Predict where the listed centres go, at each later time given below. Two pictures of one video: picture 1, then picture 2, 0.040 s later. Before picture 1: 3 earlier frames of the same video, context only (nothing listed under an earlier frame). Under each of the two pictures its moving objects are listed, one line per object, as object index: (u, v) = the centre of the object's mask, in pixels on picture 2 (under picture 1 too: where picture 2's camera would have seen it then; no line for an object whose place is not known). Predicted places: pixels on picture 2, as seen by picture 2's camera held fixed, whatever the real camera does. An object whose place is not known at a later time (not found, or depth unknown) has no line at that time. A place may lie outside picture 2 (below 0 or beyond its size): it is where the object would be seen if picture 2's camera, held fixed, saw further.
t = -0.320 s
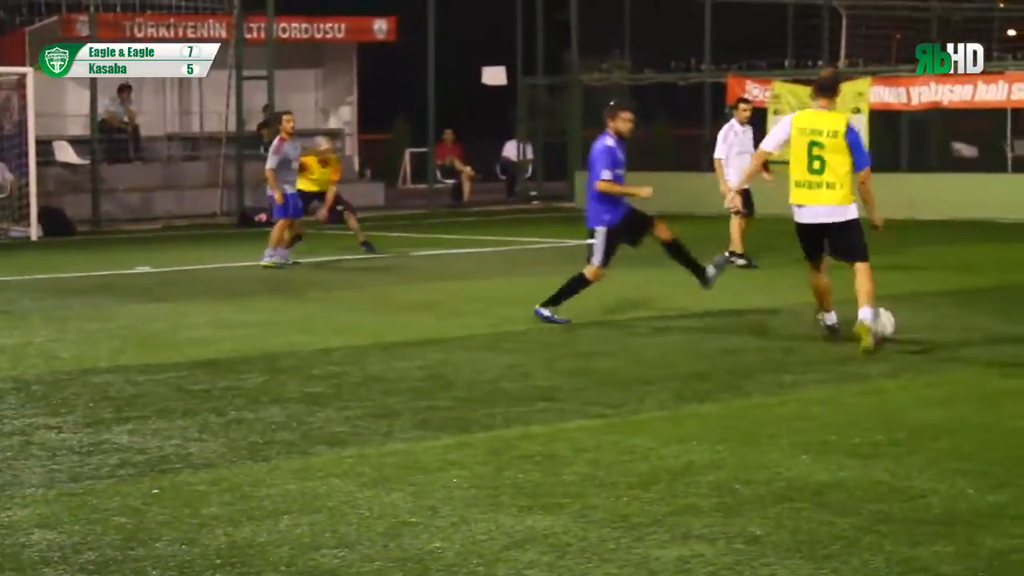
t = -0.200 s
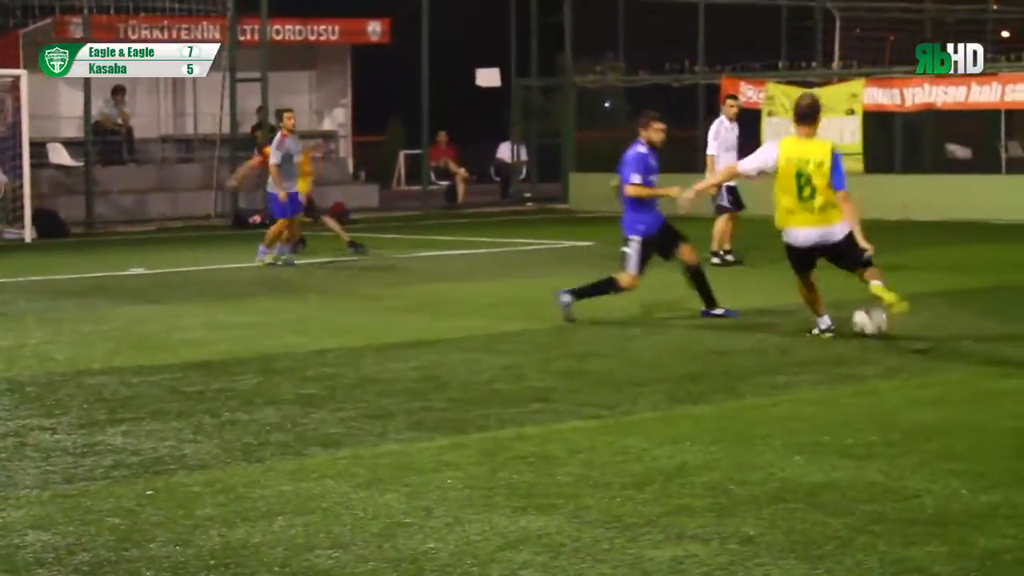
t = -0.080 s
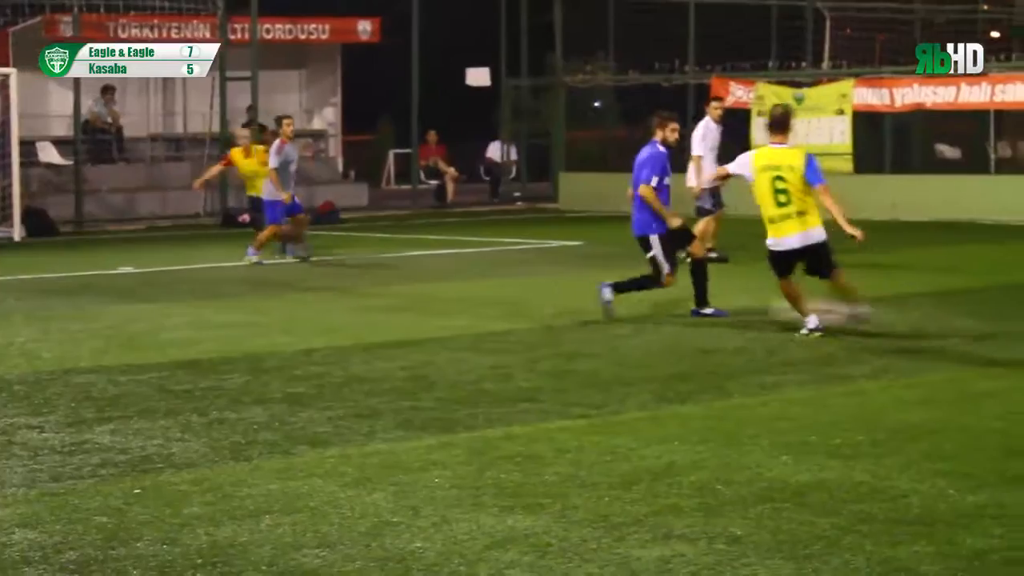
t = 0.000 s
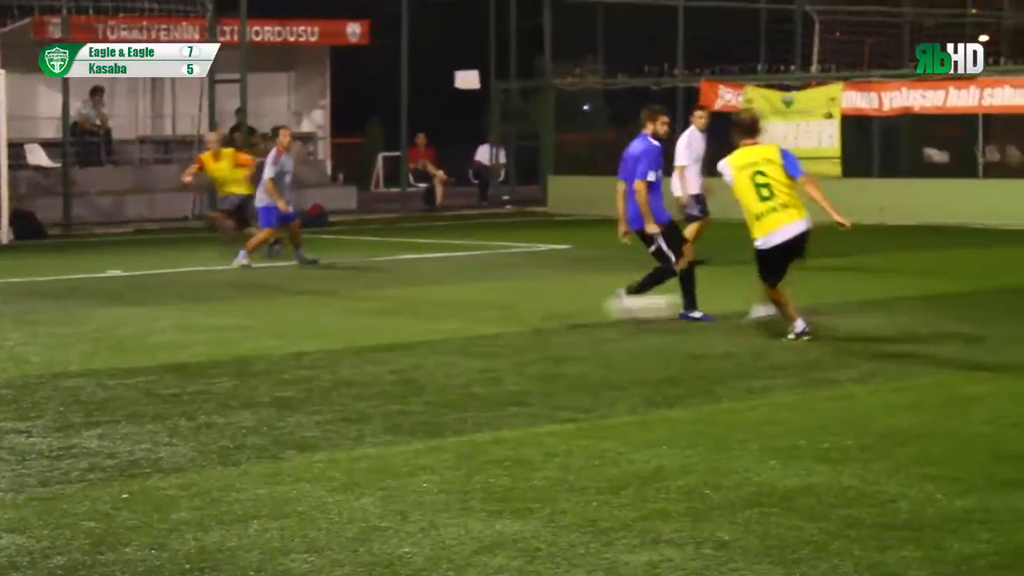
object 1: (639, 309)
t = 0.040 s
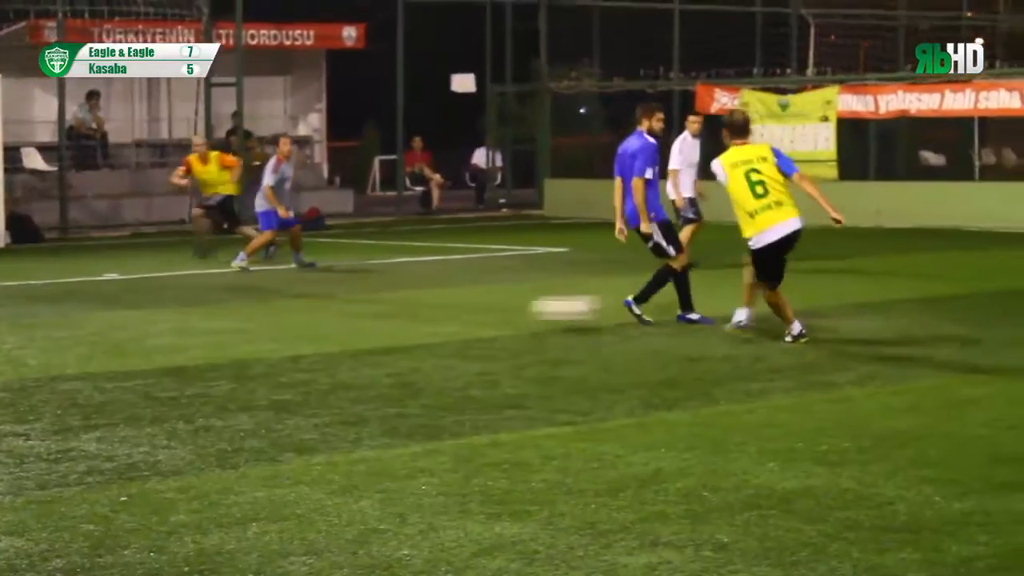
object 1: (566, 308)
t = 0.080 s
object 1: (496, 310)
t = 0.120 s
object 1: (426, 313)
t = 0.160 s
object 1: (365, 309)
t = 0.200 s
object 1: (309, 306)
